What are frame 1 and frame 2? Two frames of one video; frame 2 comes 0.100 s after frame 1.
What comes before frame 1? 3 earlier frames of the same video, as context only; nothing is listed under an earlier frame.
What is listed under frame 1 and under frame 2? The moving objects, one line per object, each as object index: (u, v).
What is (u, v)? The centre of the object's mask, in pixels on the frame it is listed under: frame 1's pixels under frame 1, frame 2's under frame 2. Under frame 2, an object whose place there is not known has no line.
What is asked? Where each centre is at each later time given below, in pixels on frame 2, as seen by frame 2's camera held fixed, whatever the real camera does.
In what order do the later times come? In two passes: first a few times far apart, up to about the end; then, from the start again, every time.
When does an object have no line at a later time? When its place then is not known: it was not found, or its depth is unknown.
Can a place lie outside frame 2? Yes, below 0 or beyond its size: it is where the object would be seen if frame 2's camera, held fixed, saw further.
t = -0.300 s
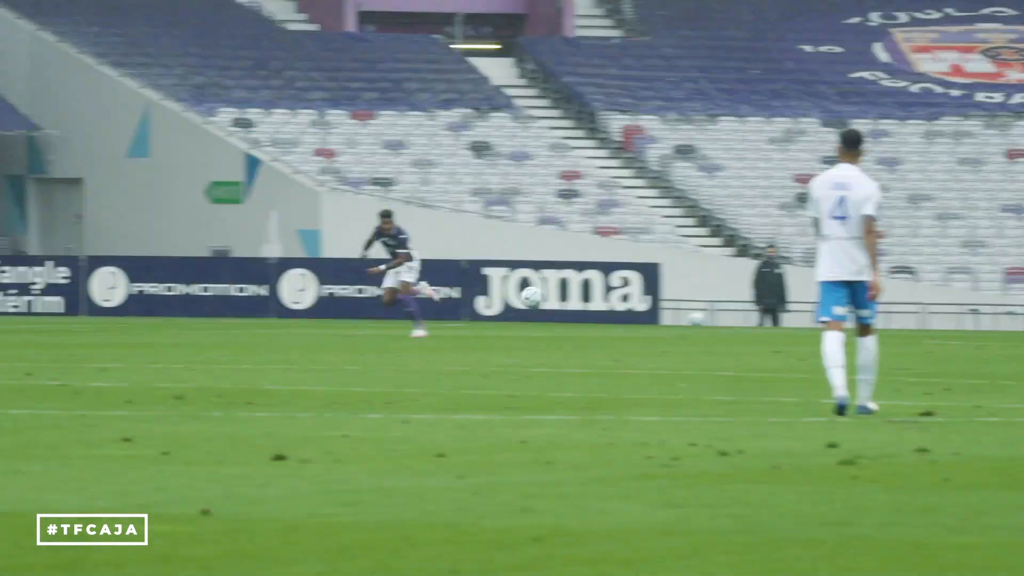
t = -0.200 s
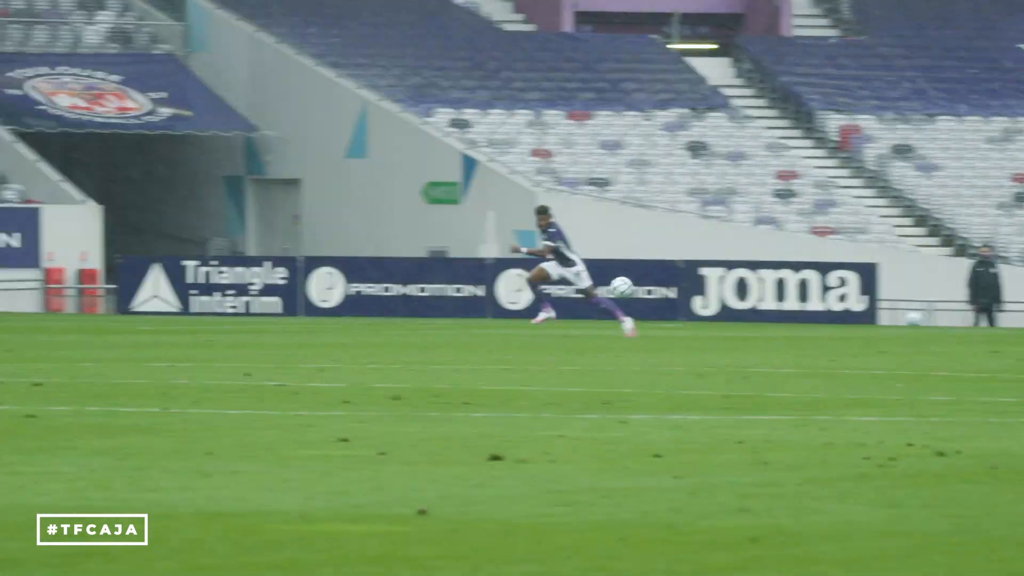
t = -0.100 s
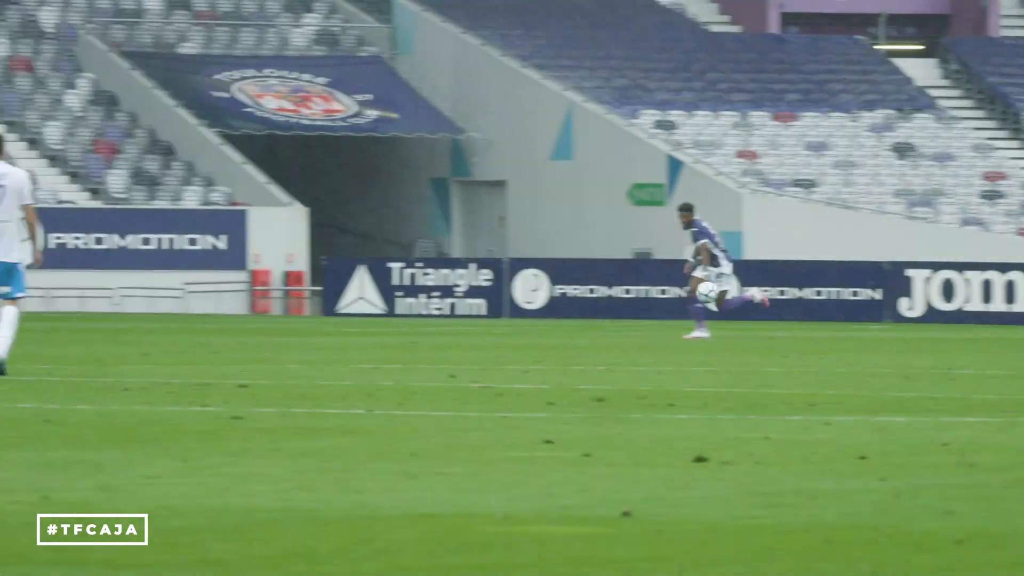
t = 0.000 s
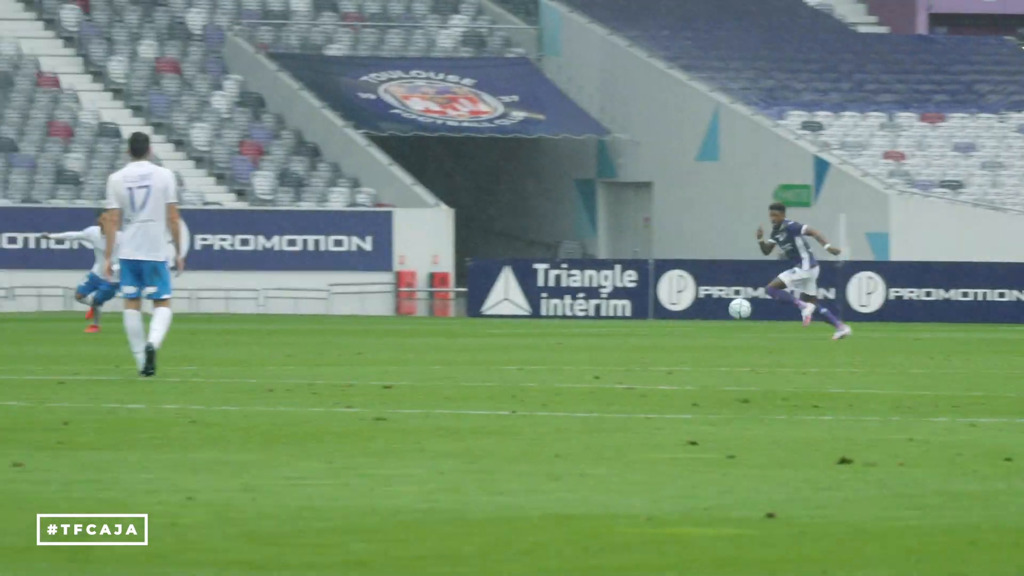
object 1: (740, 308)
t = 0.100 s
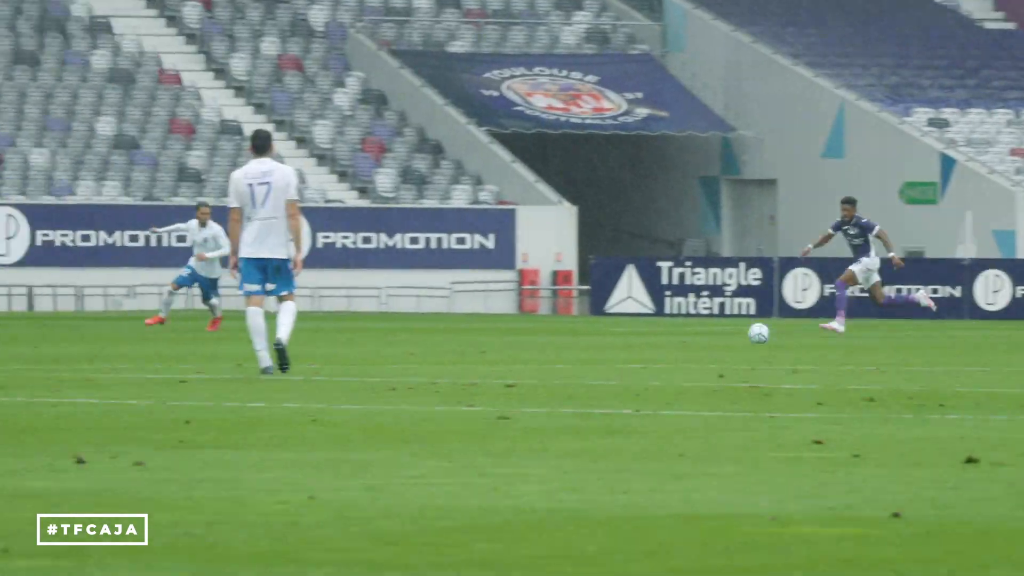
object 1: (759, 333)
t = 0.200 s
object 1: (677, 320)
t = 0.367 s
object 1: (546, 313)
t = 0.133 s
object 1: (735, 332)
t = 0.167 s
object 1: (706, 325)
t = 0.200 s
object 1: (677, 320)
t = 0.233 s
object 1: (650, 316)
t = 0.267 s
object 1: (623, 315)
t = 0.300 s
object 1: (597, 312)
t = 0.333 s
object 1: (571, 312)
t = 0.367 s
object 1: (546, 313)
